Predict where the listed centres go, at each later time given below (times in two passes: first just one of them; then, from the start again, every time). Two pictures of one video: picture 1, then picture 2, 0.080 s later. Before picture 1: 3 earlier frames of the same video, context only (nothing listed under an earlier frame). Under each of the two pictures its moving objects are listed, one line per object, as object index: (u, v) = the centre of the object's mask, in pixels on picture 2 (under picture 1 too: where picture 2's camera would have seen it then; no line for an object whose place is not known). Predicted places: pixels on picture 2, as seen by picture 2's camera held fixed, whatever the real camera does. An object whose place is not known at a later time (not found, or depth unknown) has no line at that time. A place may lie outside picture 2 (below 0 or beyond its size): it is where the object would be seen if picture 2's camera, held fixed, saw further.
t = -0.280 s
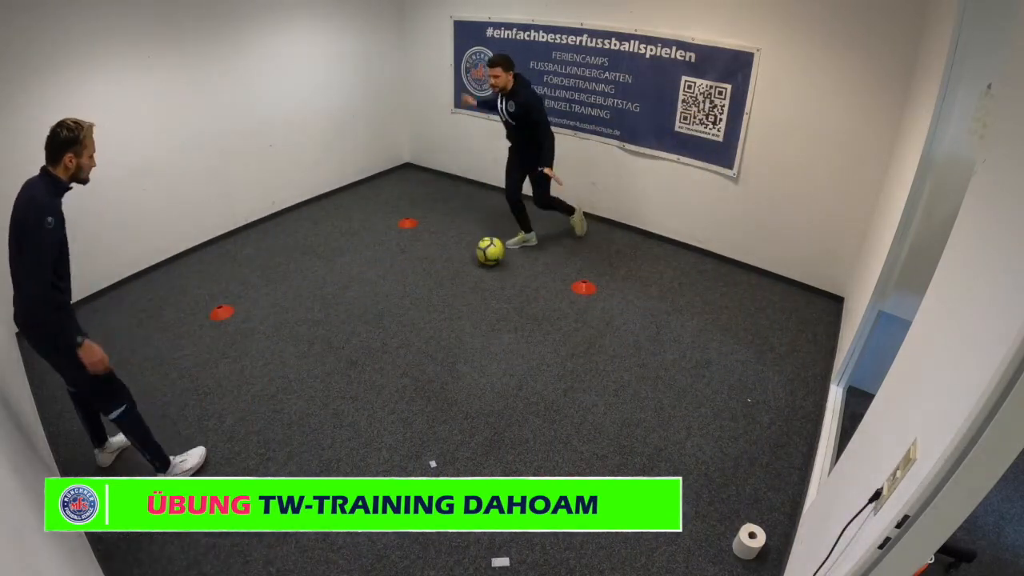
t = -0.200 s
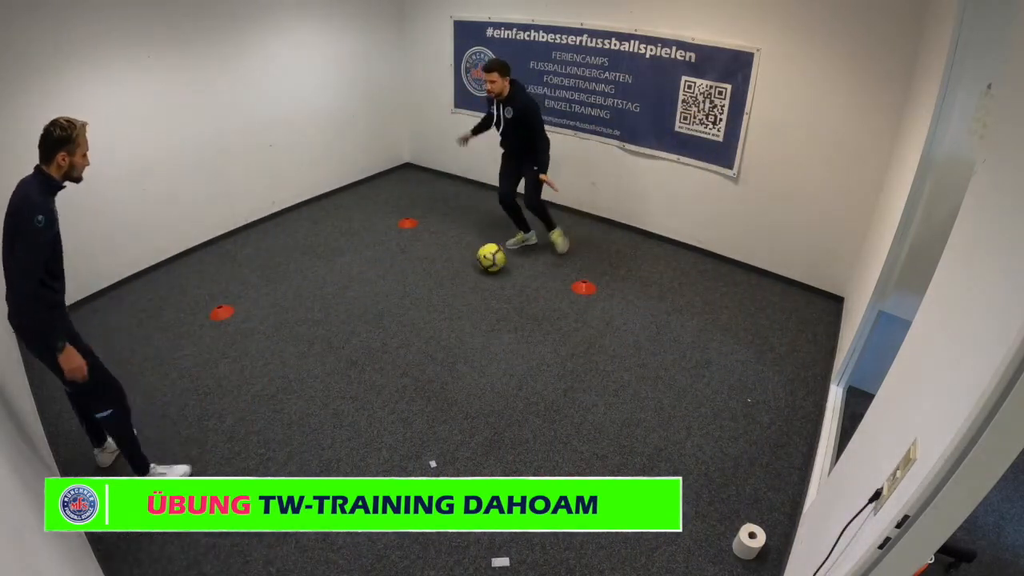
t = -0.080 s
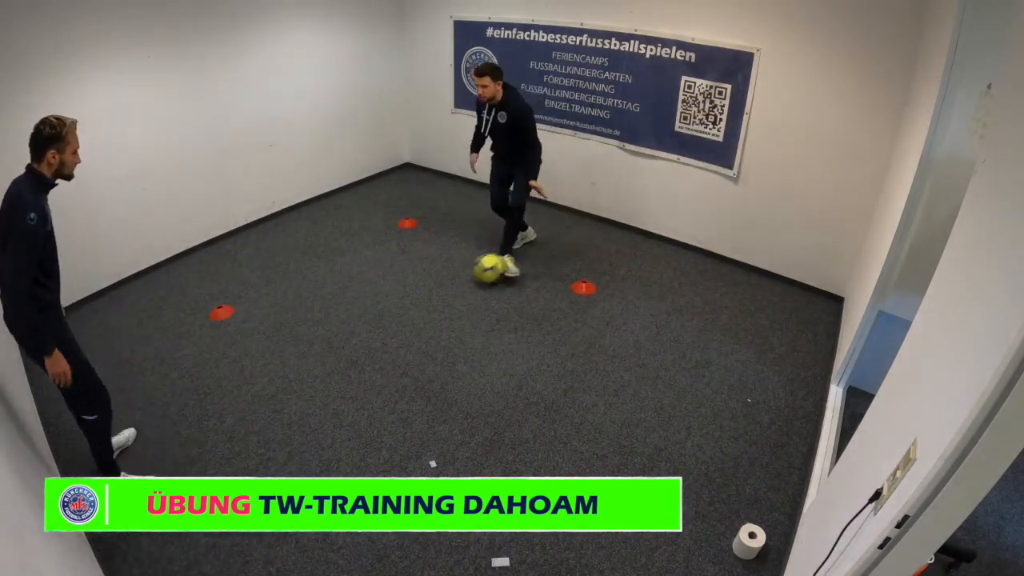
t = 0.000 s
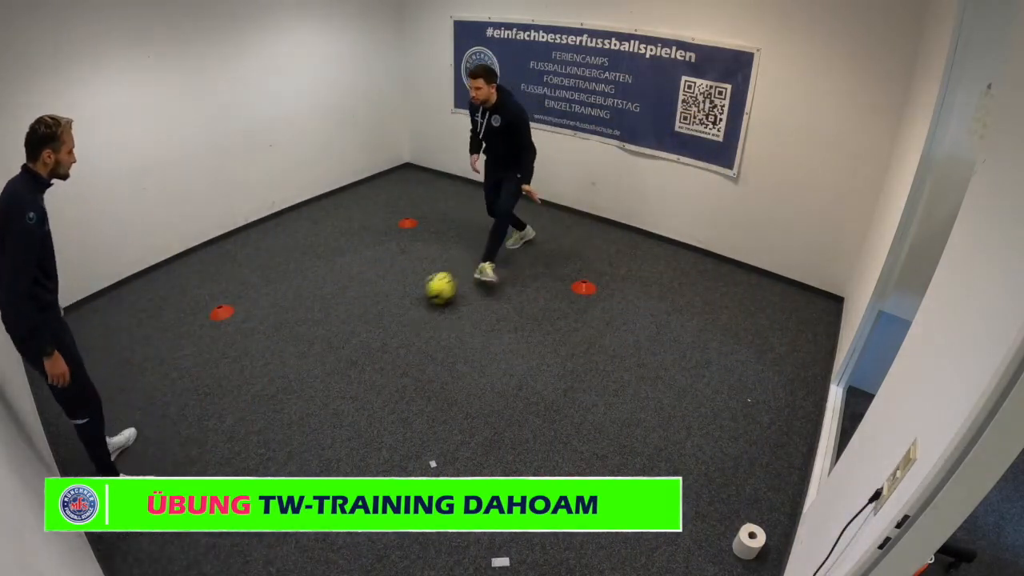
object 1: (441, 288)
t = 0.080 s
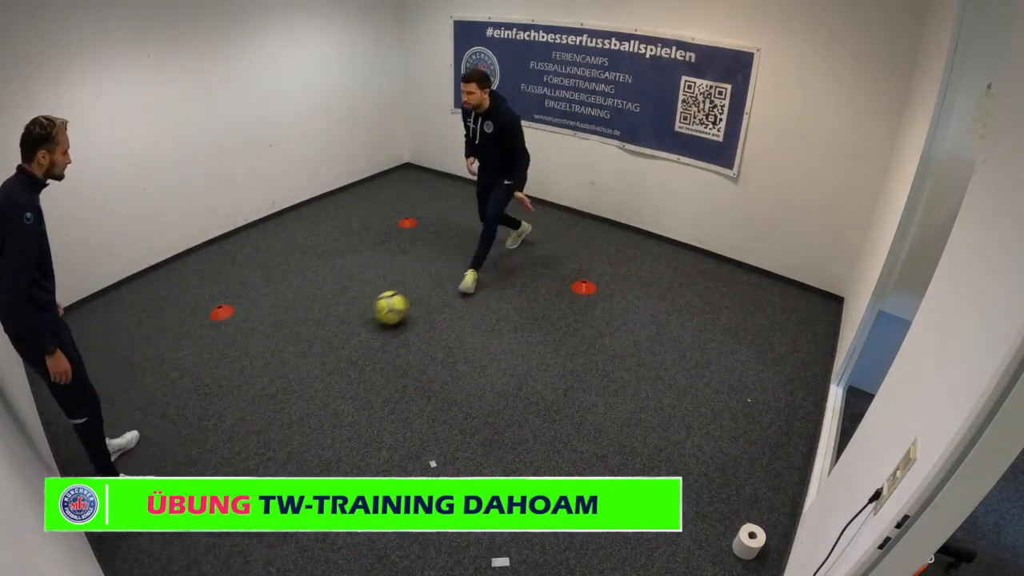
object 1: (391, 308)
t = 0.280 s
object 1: (269, 359)
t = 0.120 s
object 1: (365, 318)
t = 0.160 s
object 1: (341, 329)
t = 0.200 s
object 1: (317, 339)
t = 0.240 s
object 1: (293, 350)
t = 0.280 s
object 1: (269, 359)
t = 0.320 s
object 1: (248, 369)
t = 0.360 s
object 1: (227, 377)
